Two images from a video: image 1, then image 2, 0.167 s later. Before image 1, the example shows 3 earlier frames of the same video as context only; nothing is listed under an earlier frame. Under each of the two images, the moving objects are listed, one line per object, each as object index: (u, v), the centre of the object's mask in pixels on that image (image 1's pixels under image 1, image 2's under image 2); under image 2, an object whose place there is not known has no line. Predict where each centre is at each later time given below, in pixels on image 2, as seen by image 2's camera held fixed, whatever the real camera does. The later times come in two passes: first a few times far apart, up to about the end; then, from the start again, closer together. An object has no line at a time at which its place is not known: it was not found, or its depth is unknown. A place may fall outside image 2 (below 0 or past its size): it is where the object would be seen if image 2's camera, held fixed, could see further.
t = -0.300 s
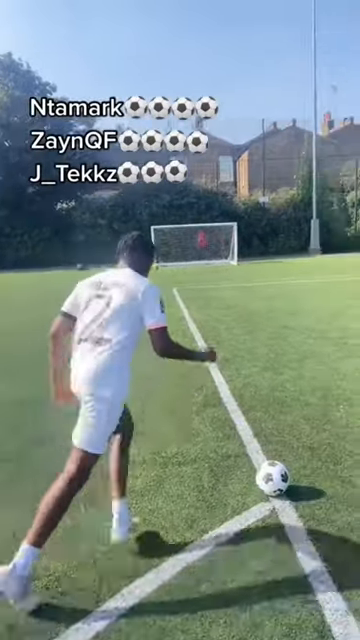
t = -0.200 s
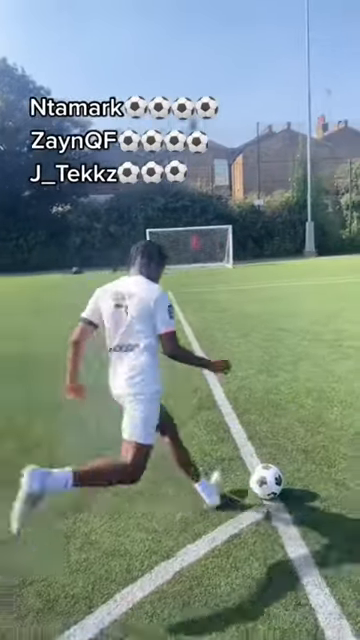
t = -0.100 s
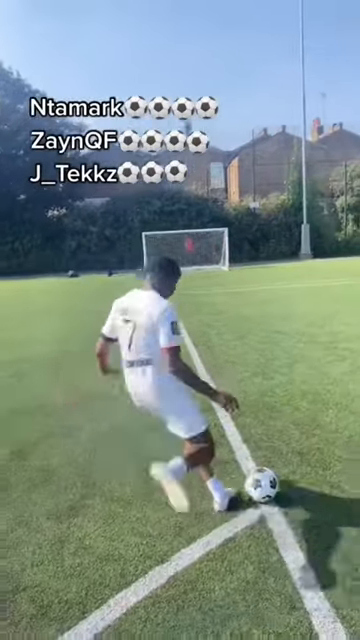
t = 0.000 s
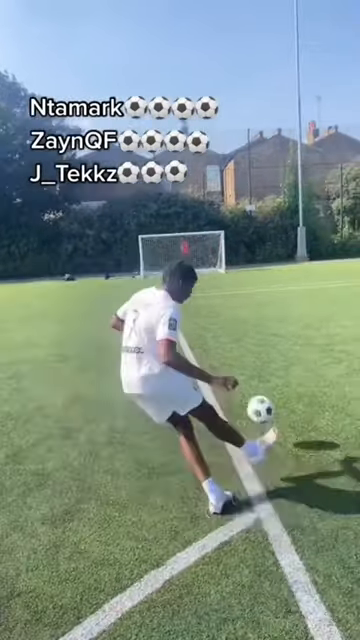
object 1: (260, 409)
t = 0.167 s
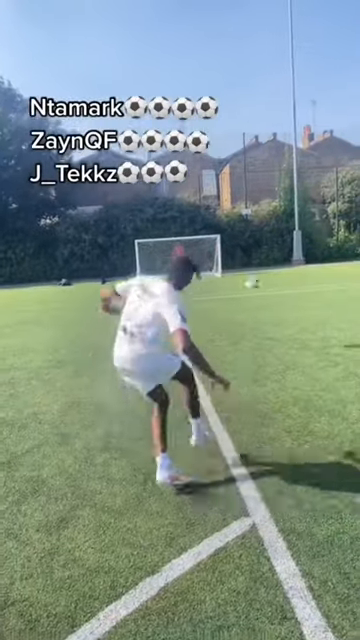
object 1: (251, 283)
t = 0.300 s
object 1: (243, 253)
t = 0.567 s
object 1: (226, 240)
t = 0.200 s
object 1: (249, 272)
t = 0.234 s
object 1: (247, 264)
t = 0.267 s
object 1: (245, 258)
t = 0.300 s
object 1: (243, 253)
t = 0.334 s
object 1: (241, 249)
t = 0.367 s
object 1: (239, 246)
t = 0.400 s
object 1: (237, 244)
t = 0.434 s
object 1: (235, 243)
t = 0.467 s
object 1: (232, 241)
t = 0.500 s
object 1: (230, 241)
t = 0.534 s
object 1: (228, 240)
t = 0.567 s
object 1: (226, 240)
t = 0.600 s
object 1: (224, 241)
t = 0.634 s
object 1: (222, 241)
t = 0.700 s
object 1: (216, 244)
